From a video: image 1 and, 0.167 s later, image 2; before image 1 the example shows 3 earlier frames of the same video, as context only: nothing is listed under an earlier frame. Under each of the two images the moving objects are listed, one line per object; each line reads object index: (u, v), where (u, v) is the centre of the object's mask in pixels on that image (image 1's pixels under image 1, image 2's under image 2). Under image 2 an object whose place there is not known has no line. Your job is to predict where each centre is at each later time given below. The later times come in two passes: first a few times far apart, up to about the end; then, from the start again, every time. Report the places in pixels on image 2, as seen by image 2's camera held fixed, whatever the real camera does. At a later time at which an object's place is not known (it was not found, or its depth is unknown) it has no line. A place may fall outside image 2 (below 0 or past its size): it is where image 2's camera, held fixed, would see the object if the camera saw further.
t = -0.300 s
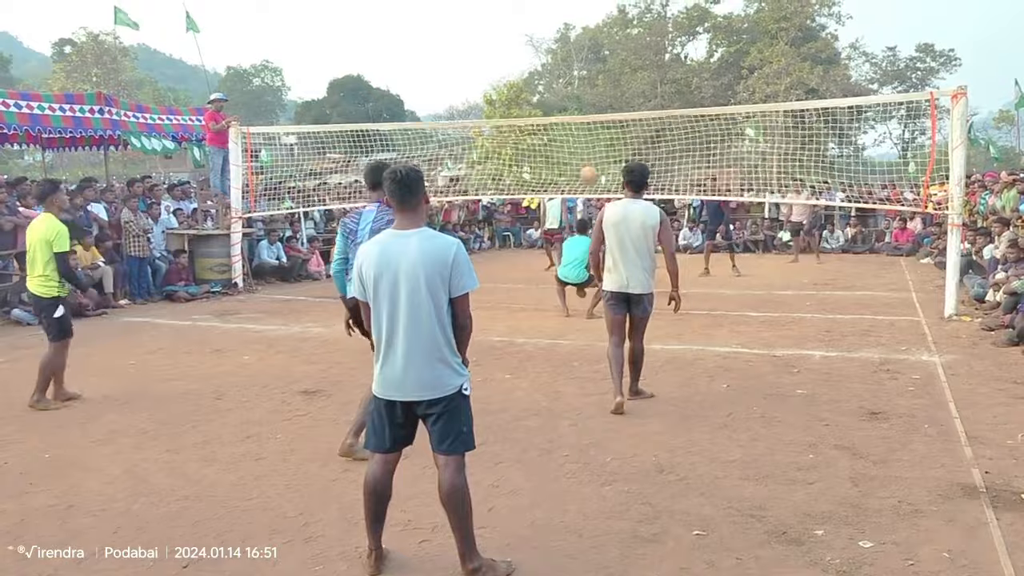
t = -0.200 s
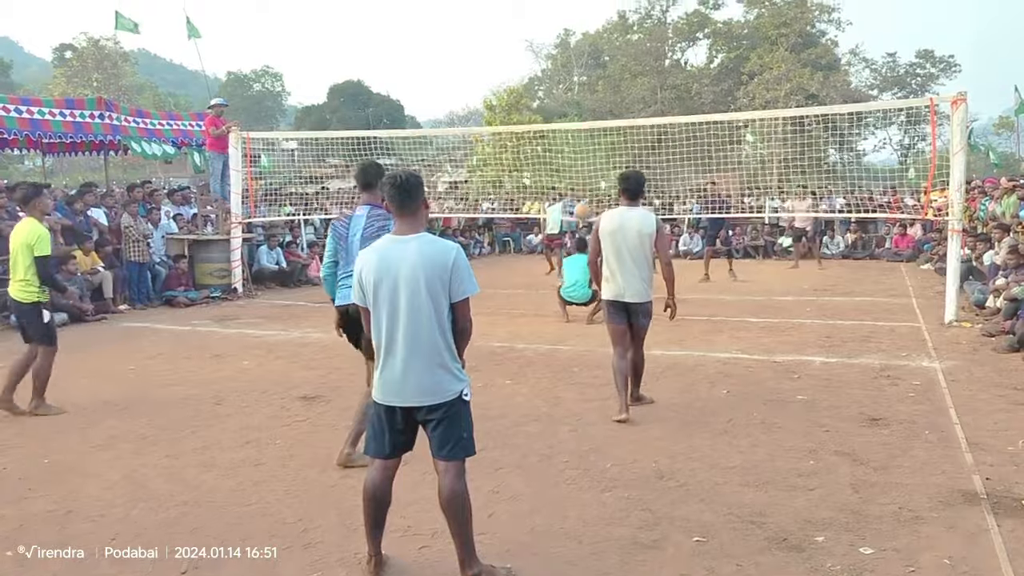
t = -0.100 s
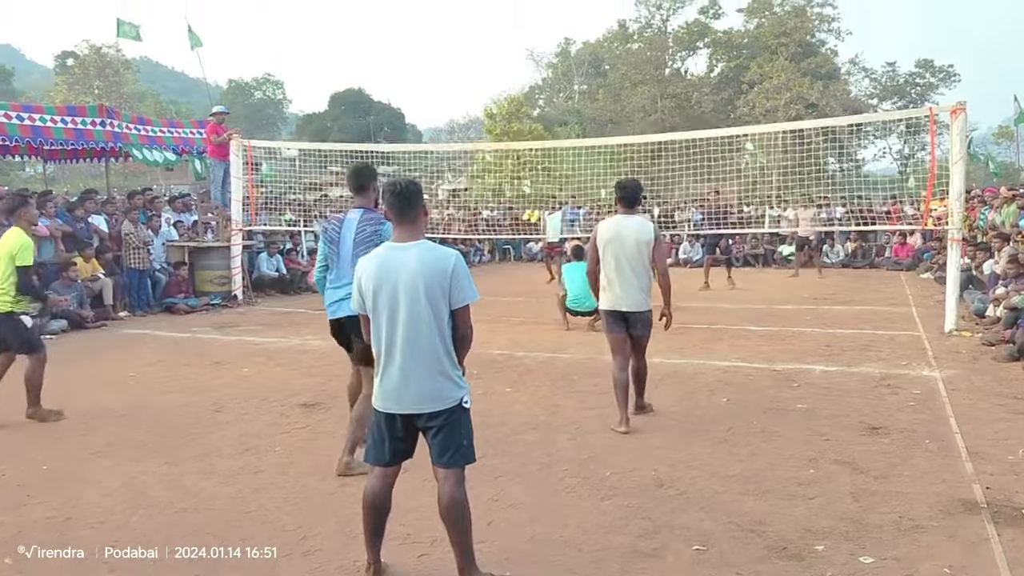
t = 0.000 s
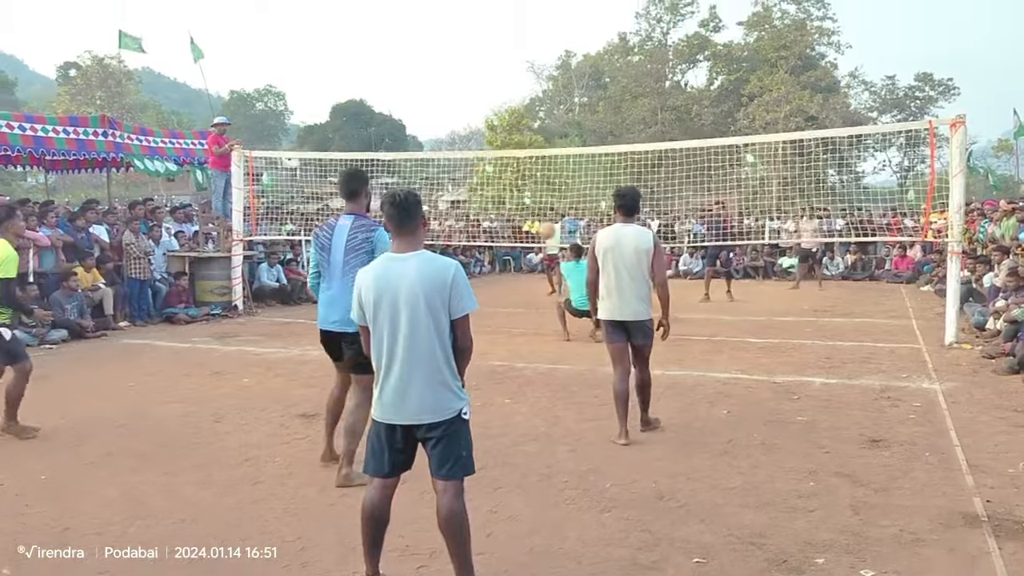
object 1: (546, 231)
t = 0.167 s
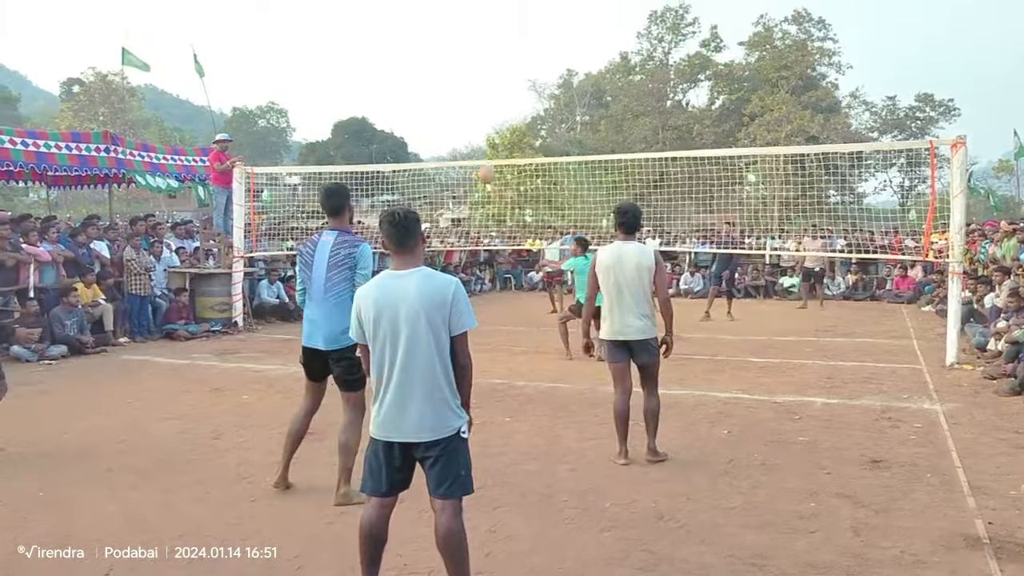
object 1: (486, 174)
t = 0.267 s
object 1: (445, 136)
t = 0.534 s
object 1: (322, 73)
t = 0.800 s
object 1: (174, 75)
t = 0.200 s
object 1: (473, 160)
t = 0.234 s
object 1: (460, 149)
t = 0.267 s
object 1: (445, 136)
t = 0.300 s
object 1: (431, 125)
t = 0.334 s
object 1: (416, 115)
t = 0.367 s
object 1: (402, 107)
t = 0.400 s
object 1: (386, 98)
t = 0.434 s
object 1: (371, 89)
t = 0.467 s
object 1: (354, 82)
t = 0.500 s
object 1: (338, 77)
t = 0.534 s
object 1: (322, 73)
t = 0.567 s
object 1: (305, 69)
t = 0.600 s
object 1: (288, 65)
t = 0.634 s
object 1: (269, 64)
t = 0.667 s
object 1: (251, 64)
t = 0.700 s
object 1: (232, 65)
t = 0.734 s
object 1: (214, 68)
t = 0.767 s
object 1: (195, 71)
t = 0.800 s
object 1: (174, 75)
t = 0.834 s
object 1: (151, 83)
